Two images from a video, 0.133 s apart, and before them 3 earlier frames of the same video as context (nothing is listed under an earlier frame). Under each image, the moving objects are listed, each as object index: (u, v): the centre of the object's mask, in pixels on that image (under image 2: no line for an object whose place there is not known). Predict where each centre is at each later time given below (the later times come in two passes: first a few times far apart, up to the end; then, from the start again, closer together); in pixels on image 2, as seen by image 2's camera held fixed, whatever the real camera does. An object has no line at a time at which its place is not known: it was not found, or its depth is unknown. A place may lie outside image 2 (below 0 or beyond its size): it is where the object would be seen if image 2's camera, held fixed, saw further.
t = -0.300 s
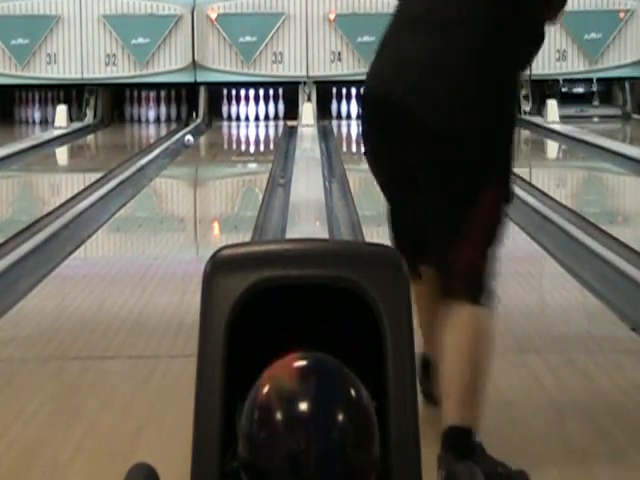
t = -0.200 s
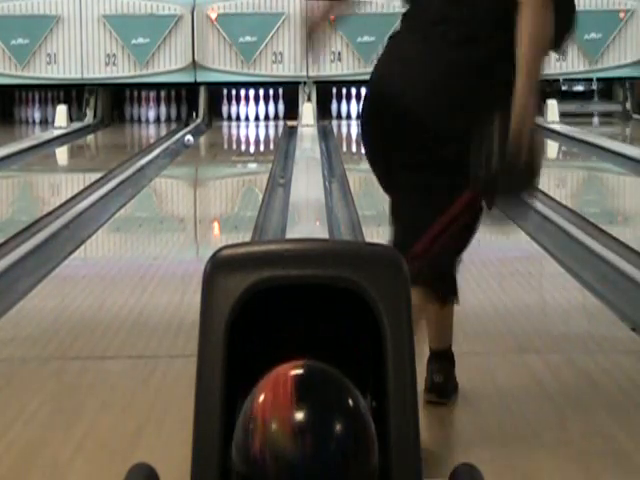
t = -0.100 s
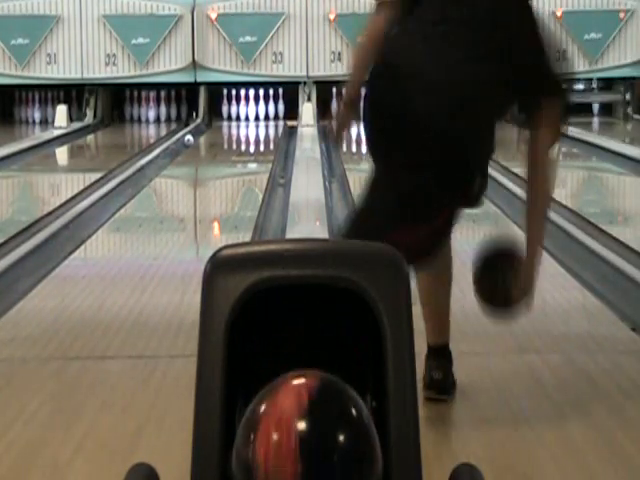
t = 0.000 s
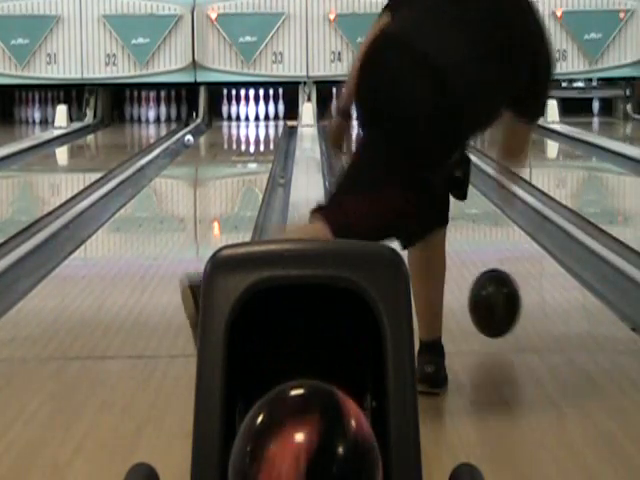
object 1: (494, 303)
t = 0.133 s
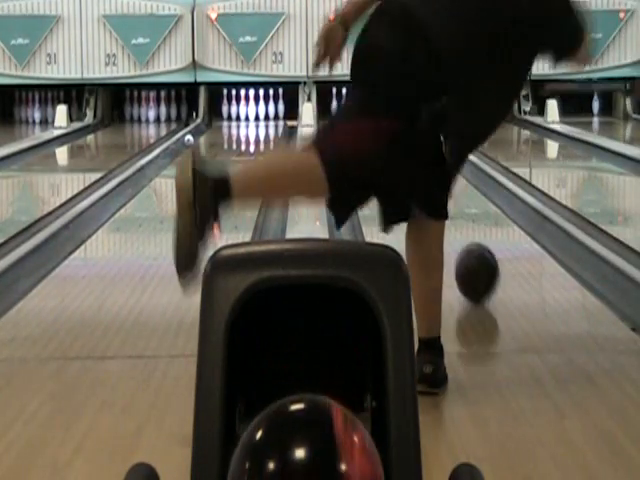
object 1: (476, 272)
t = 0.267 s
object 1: (463, 242)
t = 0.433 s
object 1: (455, 216)
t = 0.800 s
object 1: (426, 170)
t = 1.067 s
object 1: (419, 152)
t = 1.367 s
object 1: (408, 138)
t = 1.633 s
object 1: (396, 127)
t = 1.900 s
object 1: (384, 118)
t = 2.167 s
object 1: (371, 112)
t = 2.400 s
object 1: (362, 106)
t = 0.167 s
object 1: (473, 264)
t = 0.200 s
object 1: (469, 256)
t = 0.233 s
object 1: (466, 249)
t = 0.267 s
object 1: (463, 242)
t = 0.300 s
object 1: (460, 235)
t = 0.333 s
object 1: (458, 229)
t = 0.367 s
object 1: (456, 224)
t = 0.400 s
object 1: (455, 219)
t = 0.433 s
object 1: (455, 216)
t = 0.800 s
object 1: (426, 170)
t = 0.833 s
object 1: (429, 169)
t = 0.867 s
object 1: (427, 166)
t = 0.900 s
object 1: (426, 164)
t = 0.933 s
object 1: (424, 162)
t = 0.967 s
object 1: (423, 160)
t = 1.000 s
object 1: (421, 157)
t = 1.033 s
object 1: (420, 154)
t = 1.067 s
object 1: (419, 152)
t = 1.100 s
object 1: (417, 151)
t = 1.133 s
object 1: (416, 149)
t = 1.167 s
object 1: (415, 147)
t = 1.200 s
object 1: (413, 146)
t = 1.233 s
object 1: (412, 144)
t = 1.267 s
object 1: (411, 142)
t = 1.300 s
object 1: (409, 141)
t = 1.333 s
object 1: (409, 139)
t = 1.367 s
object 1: (408, 138)
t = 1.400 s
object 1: (407, 137)
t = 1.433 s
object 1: (405, 136)
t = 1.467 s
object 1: (403, 134)
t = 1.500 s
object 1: (402, 133)
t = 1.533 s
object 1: (401, 131)
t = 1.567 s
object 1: (400, 130)
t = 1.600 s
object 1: (398, 128)
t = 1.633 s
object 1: (396, 127)
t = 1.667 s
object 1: (396, 125)
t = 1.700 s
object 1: (395, 124)
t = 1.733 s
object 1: (392, 123)
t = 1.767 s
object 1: (391, 122)
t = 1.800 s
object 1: (390, 121)
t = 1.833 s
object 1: (387, 120)
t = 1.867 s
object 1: (385, 119)
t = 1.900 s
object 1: (384, 118)
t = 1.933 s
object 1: (382, 117)
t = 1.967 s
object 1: (381, 117)
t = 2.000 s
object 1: (379, 115)
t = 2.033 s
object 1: (377, 116)
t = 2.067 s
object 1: (375, 114)
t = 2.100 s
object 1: (374, 114)
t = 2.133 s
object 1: (372, 111)
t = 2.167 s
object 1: (371, 112)
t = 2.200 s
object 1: (369, 112)
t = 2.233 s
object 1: (368, 111)
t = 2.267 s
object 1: (367, 111)
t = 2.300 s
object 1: (367, 110)
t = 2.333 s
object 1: (365, 108)
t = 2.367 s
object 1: (363, 107)
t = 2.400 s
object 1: (362, 106)
